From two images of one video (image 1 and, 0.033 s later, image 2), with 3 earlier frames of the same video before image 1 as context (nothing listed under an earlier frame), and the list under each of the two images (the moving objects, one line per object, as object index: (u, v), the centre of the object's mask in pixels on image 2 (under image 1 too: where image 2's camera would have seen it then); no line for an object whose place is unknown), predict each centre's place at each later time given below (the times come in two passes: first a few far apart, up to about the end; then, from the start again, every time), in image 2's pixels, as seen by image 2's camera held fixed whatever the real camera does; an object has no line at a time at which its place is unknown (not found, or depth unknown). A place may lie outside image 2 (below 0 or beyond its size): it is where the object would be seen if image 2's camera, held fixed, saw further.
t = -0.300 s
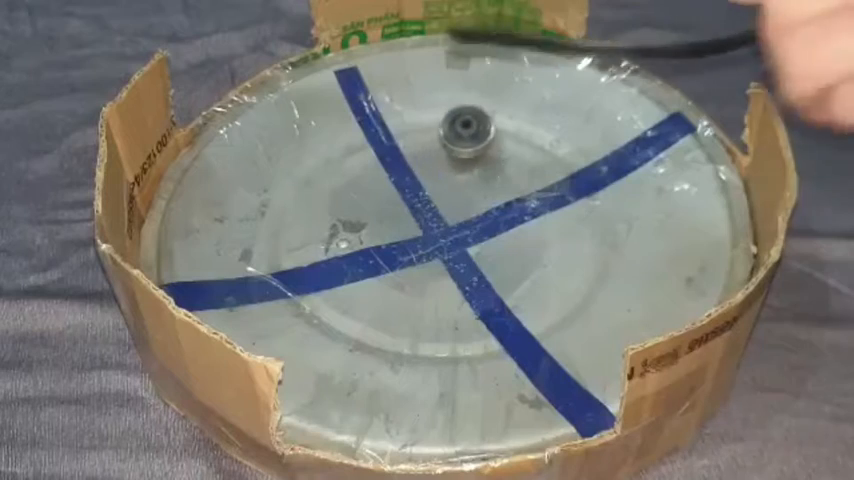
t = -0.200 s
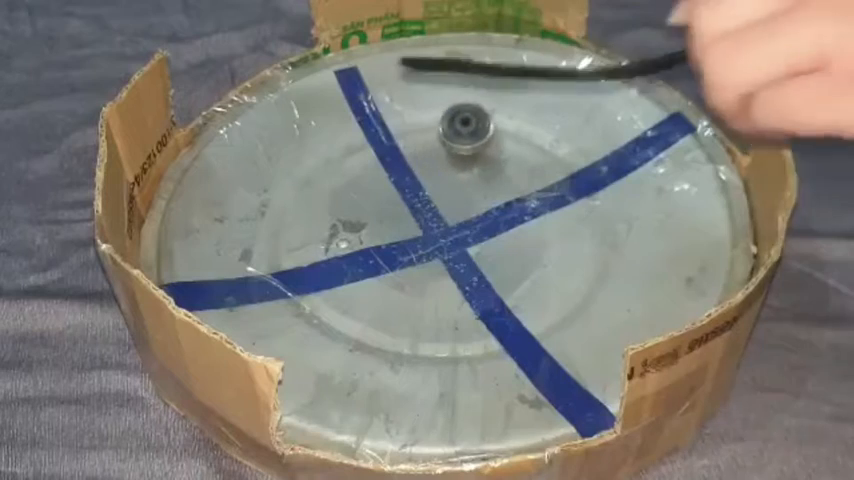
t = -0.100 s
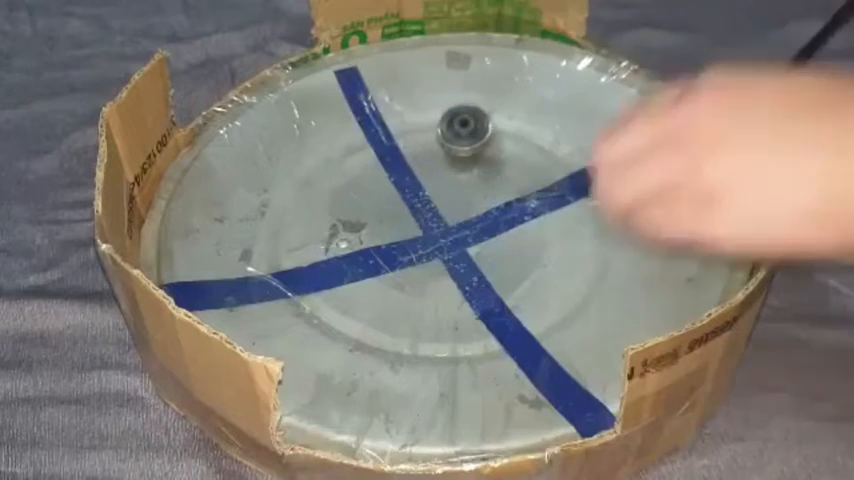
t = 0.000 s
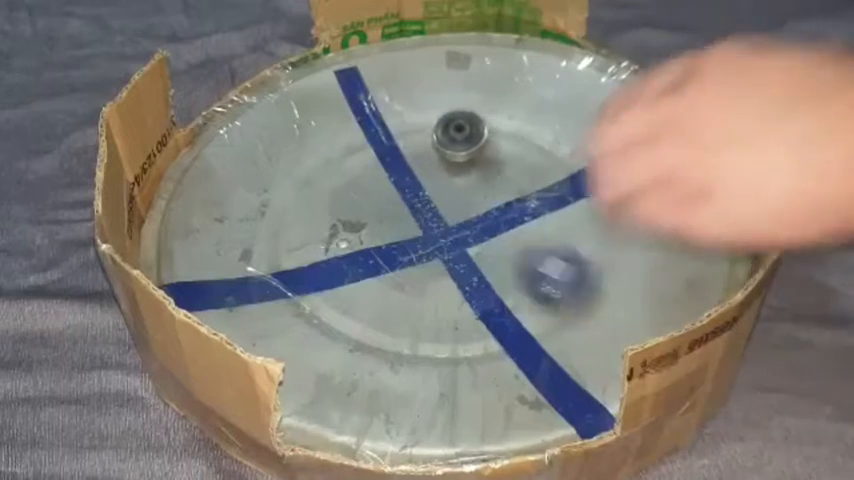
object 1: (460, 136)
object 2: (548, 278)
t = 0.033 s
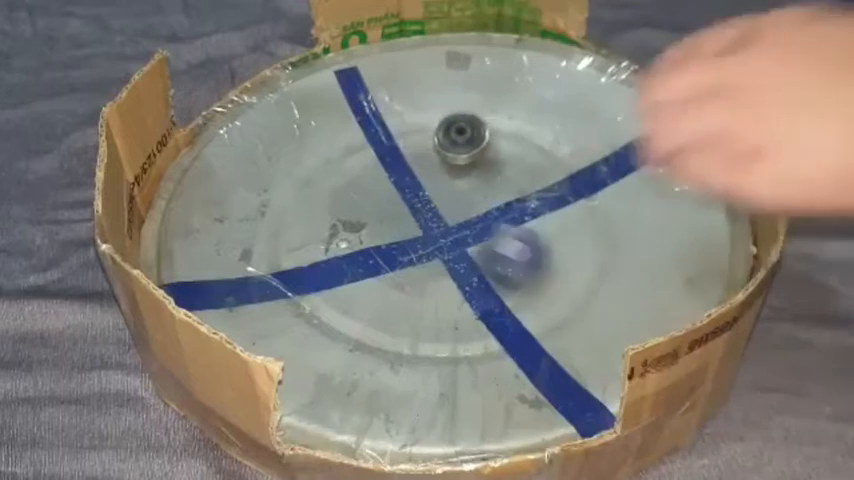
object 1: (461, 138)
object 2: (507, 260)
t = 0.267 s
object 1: (488, 147)
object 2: (336, 147)
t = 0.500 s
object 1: (516, 147)
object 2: (291, 185)
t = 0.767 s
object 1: (509, 152)
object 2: (302, 252)
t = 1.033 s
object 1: (527, 153)
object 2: (484, 312)
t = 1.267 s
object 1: (502, 148)
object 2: (587, 182)
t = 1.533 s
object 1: (457, 154)
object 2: (385, 93)
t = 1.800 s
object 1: (391, 181)
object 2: (221, 209)
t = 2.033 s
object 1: (397, 236)
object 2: (411, 339)
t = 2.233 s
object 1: (413, 272)
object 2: (615, 235)
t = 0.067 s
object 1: (465, 141)
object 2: (471, 237)
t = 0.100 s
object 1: (468, 143)
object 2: (438, 221)
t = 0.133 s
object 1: (471, 144)
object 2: (408, 200)
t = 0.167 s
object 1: (475, 145)
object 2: (386, 184)
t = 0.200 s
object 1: (480, 146)
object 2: (365, 169)
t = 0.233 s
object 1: (485, 147)
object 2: (348, 157)
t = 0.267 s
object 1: (488, 147)
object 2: (336, 147)
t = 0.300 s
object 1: (493, 147)
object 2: (324, 140)
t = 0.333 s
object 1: (497, 148)
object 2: (313, 138)
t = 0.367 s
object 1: (501, 149)
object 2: (304, 141)
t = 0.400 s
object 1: (506, 149)
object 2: (297, 146)
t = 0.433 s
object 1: (511, 149)
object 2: (293, 158)
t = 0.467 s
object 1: (514, 148)
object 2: (291, 173)
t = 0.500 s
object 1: (516, 147)
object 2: (291, 185)
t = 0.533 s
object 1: (517, 148)
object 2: (292, 197)
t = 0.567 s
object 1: (517, 148)
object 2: (299, 208)
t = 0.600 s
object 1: (518, 148)
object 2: (311, 221)
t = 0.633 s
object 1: (518, 147)
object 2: (318, 225)
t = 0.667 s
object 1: (516, 147)
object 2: (308, 232)
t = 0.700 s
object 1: (513, 149)
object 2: (299, 240)
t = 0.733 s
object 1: (510, 151)
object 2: (298, 246)
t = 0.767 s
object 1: (509, 152)
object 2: (302, 252)
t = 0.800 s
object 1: (510, 153)
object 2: (312, 258)
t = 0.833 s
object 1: (513, 154)
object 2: (326, 266)
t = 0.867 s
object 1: (516, 154)
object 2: (341, 278)
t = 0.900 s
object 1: (520, 155)
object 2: (359, 290)
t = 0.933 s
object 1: (523, 154)
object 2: (384, 302)
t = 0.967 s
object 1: (526, 155)
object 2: (413, 310)
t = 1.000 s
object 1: (528, 154)
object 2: (448, 314)
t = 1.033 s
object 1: (527, 153)
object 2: (484, 312)
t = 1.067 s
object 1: (527, 153)
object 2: (517, 305)
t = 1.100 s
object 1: (527, 151)
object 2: (545, 288)
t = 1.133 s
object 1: (524, 150)
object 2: (566, 270)
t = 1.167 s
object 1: (521, 149)
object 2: (581, 250)
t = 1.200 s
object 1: (515, 148)
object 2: (589, 229)
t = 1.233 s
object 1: (509, 148)
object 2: (592, 204)
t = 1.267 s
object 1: (502, 148)
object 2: (587, 182)
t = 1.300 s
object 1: (496, 149)
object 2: (576, 169)
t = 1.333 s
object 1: (489, 149)
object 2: (562, 147)
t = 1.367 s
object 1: (482, 150)
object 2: (545, 128)
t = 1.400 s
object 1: (476, 150)
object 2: (519, 111)
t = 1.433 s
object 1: (470, 150)
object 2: (490, 101)
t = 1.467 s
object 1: (465, 151)
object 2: (456, 95)
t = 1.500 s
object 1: (462, 154)
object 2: (420, 92)
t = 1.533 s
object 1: (457, 154)
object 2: (385, 93)
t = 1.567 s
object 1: (449, 154)
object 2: (352, 96)
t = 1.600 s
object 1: (442, 156)
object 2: (319, 105)
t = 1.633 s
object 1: (434, 157)
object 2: (291, 115)
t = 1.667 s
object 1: (427, 158)
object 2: (267, 130)
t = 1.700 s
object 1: (419, 161)
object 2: (246, 145)
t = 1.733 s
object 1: (410, 166)
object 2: (230, 165)
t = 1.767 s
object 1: (401, 172)
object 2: (222, 186)
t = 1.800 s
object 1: (391, 181)
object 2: (221, 209)
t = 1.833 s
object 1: (382, 188)
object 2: (226, 235)
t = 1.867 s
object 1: (379, 197)
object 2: (239, 262)
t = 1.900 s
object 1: (380, 203)
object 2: (261, 284)
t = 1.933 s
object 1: (383, 210)
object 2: (293, 303)
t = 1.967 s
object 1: (388, 218)
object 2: (325, 318)
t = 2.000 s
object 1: (392, 228)
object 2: (366, 333)
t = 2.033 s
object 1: (397, 236)
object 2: (411, 339)
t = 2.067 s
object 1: (402, 245)
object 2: (459, 339)
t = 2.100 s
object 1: (406, 254)
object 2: (508, 334)
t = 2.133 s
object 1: (406, 262)
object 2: (548, 321)
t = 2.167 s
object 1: (408, 268)
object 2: (581, 295)
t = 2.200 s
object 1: (410, 270)
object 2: (604, 267)
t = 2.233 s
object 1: (413, 272)
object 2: (615, 235)
